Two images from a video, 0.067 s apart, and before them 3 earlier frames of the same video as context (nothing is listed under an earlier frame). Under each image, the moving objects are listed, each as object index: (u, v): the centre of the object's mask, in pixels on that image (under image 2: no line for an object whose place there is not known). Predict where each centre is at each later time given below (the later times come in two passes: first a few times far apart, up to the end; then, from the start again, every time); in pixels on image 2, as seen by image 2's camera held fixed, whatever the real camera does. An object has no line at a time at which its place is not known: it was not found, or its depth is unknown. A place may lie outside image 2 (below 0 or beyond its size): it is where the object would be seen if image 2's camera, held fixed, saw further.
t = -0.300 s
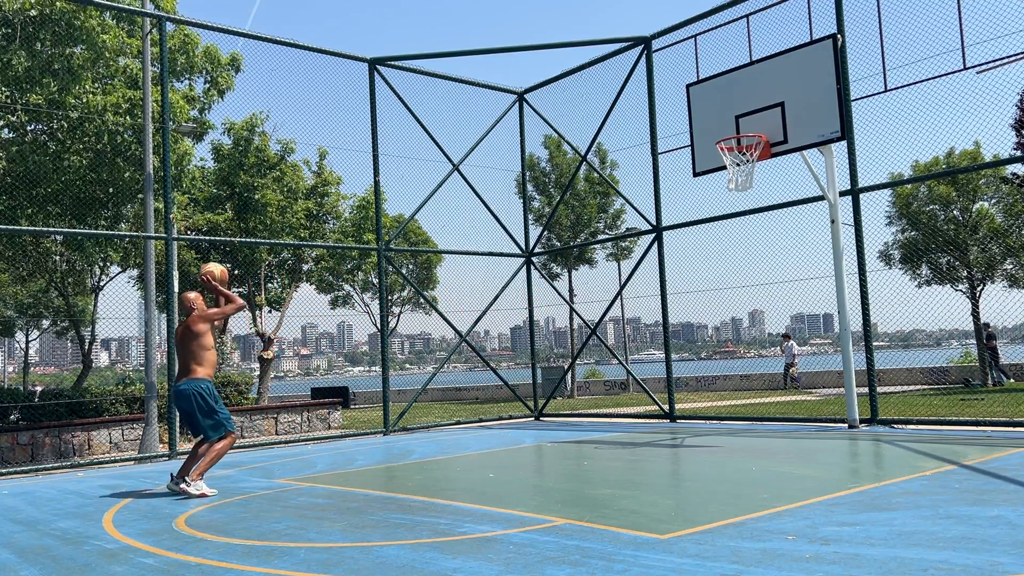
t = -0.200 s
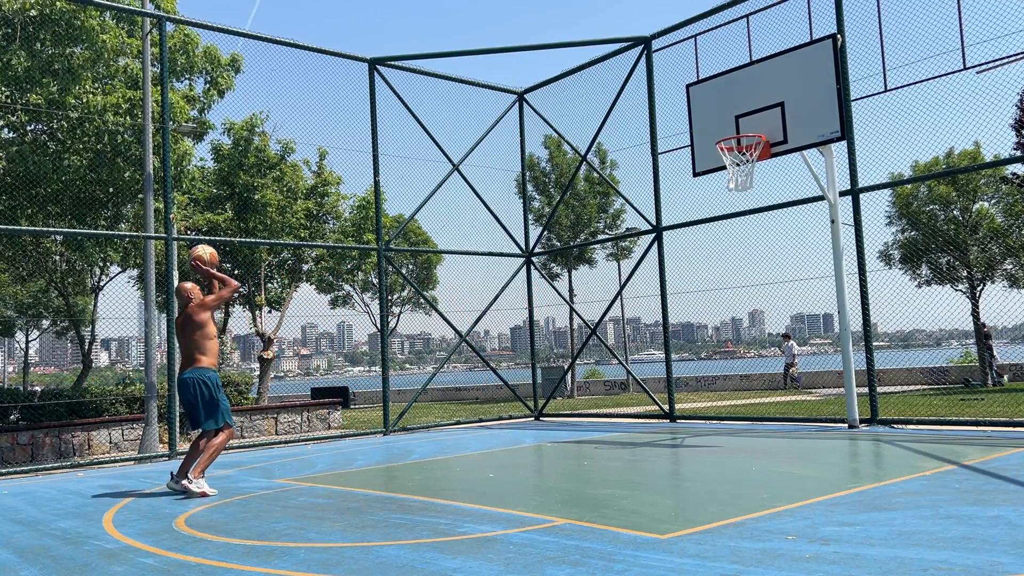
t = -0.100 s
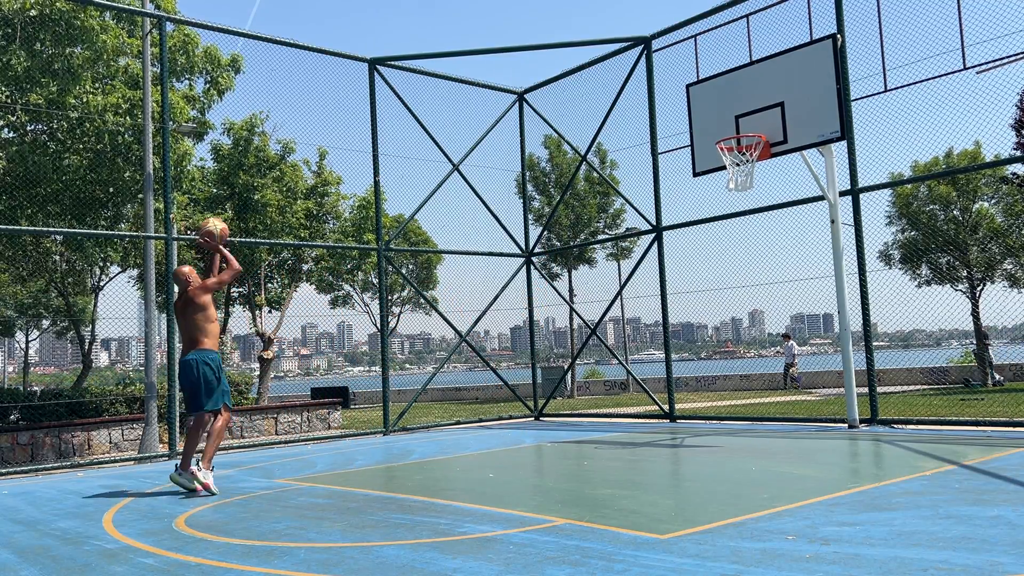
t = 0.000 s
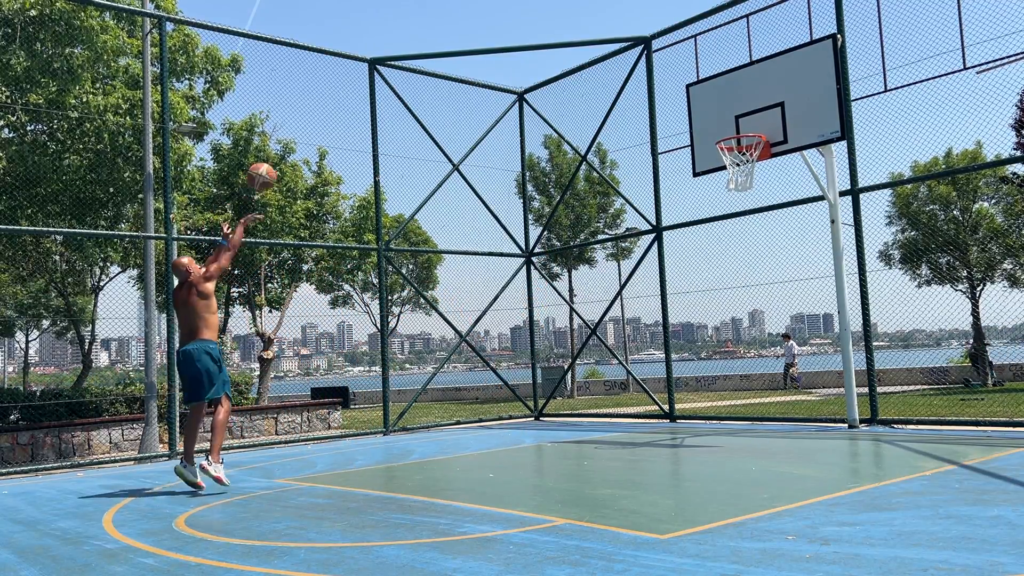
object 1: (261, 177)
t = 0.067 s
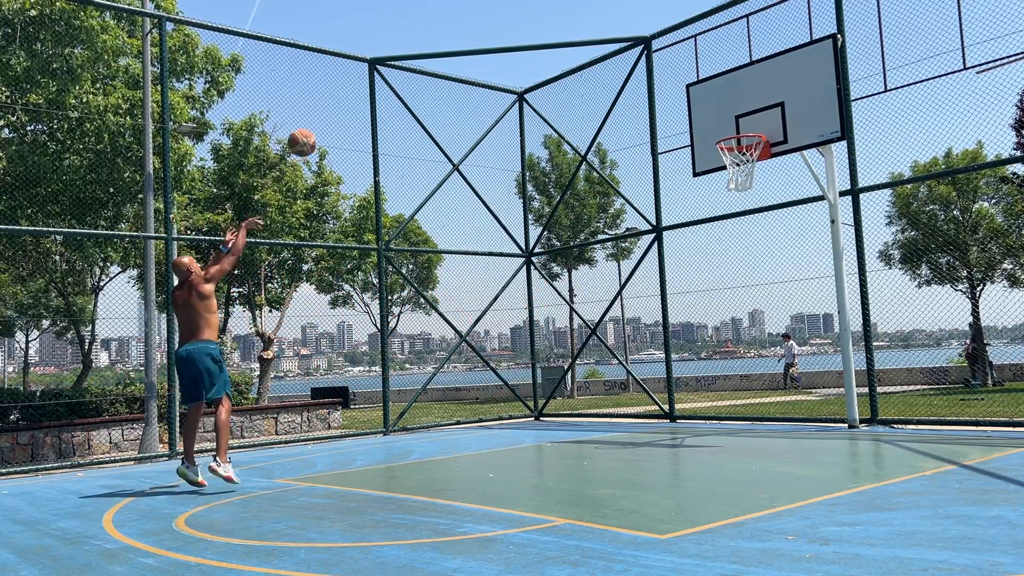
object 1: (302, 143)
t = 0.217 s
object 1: (388, 87)
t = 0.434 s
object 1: (502, 52)
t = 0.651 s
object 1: (607, 63)
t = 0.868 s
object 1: (707, 116)
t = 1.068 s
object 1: (759, 167)
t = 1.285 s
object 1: (770, 201)
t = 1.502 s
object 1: (785, 292)
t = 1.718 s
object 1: (806, 446)
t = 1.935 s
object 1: (765, 317)
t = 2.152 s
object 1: (727, 241)
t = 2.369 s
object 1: (692, 221)
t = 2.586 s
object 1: (660, 259)
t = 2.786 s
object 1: (632, 346)
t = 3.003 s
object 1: (603, 433)
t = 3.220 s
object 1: (567, 330)
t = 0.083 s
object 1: (312, 135)
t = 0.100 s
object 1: (322, 128)
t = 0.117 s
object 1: (332, 121)
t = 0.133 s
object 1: (341, 115)
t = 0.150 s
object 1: (351, 108)
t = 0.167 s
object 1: (360, 103)
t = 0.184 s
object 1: (369, 97)
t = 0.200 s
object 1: (379, 92)
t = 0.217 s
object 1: (388, 87)
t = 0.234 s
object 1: (397, 83)
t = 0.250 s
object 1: (406, 78)
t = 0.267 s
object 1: (415, 74)
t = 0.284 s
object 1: (424, 71)
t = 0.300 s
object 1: (433, 67)
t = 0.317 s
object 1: (441, 64)
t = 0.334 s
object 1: (450, 62)
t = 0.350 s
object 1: (459, 60)
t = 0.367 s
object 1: (468, 58)
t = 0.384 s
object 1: (476, 56)
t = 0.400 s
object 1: (485, 54)
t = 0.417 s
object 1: (493, 53)
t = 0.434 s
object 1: (502, 52)
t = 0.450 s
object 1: (510, 51)
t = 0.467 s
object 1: (518, 51)
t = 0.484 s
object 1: (527, 51)
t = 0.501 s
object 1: (535, 51)
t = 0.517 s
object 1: (543, 51)
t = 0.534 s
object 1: (551, 52)
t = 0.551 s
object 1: (559, 52)
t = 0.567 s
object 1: (567, 53)
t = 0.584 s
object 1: (576, 54)
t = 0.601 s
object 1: (584, 56)
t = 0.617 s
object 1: (592, 58)
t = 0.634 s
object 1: (600, 60)
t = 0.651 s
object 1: (607, 63)
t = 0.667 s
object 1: (615, 65)
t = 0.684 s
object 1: (623, 68)
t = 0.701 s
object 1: (631, 71)
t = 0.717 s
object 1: (639, 74)
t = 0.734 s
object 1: (646, 78)
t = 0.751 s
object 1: (654, 82)
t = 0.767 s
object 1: (661, 86)
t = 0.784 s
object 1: (669, 91)
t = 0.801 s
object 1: (677, 95)
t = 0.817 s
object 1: (684, 100)
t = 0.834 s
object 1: (692, 105)
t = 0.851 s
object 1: (700, 111)
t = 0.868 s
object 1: (707, 116)
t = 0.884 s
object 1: (714, 122)
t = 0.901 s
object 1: (722, 127)
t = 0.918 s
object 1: (729, 131)
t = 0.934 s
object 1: (736, 133)
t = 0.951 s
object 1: (744, 144)
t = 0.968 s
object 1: (746, 145)
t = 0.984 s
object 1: (754, 152)
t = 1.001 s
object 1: (755, 158)
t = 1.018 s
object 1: (757, 161)
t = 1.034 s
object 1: (758, 162)
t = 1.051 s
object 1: (760, 163)
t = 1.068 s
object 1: (759, 167)
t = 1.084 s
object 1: (761, 169)
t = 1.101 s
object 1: (762, 166)
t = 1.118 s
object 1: (763, 169)
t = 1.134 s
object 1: (763, 170)
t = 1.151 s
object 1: (764, 172)
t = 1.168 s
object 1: (764, 175)
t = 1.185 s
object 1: (765, 178)
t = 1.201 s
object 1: (766, 181)
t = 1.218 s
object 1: (767, 184)
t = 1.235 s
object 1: (767, 188)
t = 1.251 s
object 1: (768, 192)
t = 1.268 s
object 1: (769, 196)
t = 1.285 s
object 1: (770, 201)
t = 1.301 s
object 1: (771, 206)
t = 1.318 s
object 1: (772, 211)
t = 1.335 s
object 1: (773, 217)
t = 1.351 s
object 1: (774, 223)
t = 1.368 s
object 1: (775, 229)
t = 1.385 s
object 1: (776, 235)
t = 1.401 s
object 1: (778, 243)
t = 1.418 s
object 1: (779, 249)
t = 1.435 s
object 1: (780, 258)
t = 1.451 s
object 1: (781, 265)
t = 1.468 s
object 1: (782, 274)
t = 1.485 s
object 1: (784, 282)
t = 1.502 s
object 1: (785, 292)
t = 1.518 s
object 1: (787, 301)
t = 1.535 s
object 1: (788, 311)
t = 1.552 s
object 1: (790, 321)
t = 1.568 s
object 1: (791, 331)
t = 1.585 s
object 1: (793, 343)
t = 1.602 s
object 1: (794, 354)
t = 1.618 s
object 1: (796, 366)
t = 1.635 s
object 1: (798, 379)
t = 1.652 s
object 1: (799, 392)
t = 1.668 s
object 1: (801, 404)
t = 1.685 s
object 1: (804, 419)
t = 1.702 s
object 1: (805, 433)
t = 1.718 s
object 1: (806, 446)
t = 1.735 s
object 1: (804, 436)
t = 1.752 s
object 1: (800, 423)
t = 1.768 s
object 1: (797, 412)
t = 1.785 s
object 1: (794, 401)
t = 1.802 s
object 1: (791, 390)
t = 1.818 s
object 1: (788, 380)
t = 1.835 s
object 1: (785, 370)
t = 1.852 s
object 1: (781, 360)
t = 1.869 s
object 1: (777, 351)
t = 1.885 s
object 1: (774, 342)
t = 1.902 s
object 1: (772, 333)
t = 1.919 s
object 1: (768, 325)
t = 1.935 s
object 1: (765, 317)
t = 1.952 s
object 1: (762, 309)
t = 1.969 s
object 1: (759, 301)
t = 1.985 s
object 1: (756, 294)
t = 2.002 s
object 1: (753, 288)
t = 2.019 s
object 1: (750, 281)
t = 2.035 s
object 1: (747, 275)
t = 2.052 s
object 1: (744, 269)
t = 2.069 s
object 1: (741, 264)
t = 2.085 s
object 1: (739, 258)
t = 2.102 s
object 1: (736, 254)
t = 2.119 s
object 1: (733, 249)
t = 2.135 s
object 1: (730, 245)
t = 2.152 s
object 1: (727, 241)
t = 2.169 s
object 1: (724, 237)
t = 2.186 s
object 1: (721, 234)
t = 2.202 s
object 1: (718, 231)
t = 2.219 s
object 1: (716, 229)
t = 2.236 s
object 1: (713, 227)
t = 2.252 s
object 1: (711, 225)
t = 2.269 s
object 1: (708, 223)
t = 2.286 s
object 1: (705, 222)
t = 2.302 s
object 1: (703, 221)
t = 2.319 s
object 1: (700, 221)
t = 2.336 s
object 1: (697, 220)
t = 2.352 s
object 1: (695, 221)
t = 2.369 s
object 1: (692, 221)
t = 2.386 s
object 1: (690, 222)
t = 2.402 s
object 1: (687, 224)
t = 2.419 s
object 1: (685, 225)
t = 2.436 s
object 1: (682, 227)
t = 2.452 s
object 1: (680, 229)
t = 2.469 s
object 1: (677, 231)
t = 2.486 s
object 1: (675, 234)
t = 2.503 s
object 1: (672, 237)
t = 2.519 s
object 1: (670, 241)
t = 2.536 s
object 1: (667, 245)
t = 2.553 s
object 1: (665, 249)
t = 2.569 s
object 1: (662, 253)
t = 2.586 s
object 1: (660, 259)
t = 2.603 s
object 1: (658, 264)
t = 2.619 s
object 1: (655, 270)
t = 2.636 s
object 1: (653, 276)
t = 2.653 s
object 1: (650, 282)
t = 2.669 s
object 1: (648, 289)
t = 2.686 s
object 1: (646, 295)
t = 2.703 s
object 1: (643, 304)
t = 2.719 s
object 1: (641, 311)
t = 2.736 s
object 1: (639, 319)
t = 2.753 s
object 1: (637, 328)
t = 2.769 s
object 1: (635, 337)
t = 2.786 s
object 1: (632, 346)
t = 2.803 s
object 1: (630, 356)
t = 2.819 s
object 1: (628, 366)
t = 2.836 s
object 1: (626, 377)
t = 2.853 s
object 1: (624, 387)
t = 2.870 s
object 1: (621, 398)
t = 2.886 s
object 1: (619, 410)
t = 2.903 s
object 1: (617, 422)
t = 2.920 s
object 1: (615, 434)
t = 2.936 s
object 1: (613, 447)
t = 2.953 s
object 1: (611, 461)
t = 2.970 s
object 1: (609, 454)
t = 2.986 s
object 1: (606, 444)
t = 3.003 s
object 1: (603, 433)
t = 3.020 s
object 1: (600, 423)
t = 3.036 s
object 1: (597, 414)
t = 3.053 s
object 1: (595, 404)
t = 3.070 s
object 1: (592, 395)
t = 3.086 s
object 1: (589, 386)
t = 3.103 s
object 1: (586, 377)
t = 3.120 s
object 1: (584, 370)
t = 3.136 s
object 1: (581, 362)
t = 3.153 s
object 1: (578, 356)
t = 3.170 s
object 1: (576, 349)
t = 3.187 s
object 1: (572, 342)
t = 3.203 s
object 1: (570, 336)
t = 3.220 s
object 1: (567, 330)
